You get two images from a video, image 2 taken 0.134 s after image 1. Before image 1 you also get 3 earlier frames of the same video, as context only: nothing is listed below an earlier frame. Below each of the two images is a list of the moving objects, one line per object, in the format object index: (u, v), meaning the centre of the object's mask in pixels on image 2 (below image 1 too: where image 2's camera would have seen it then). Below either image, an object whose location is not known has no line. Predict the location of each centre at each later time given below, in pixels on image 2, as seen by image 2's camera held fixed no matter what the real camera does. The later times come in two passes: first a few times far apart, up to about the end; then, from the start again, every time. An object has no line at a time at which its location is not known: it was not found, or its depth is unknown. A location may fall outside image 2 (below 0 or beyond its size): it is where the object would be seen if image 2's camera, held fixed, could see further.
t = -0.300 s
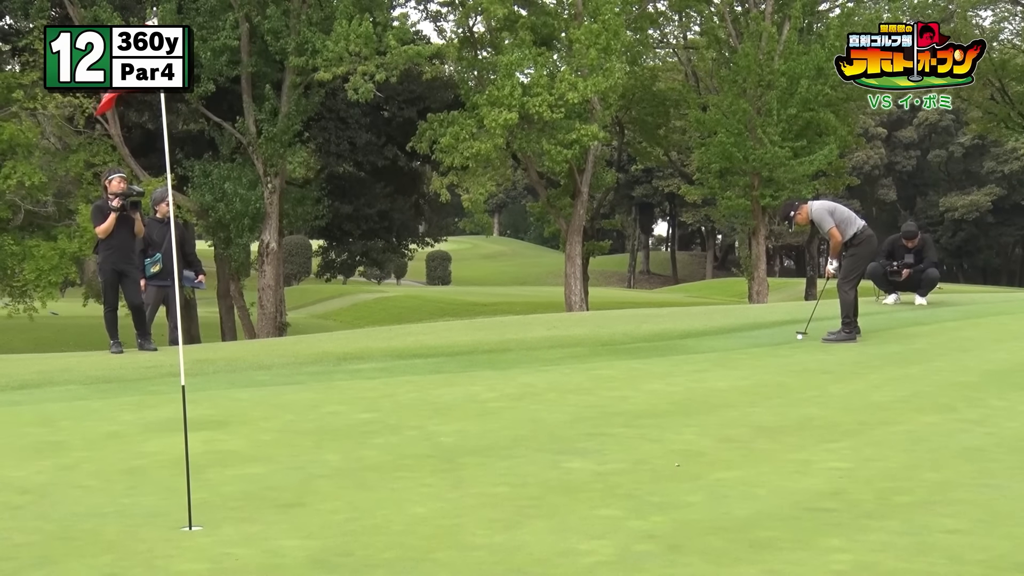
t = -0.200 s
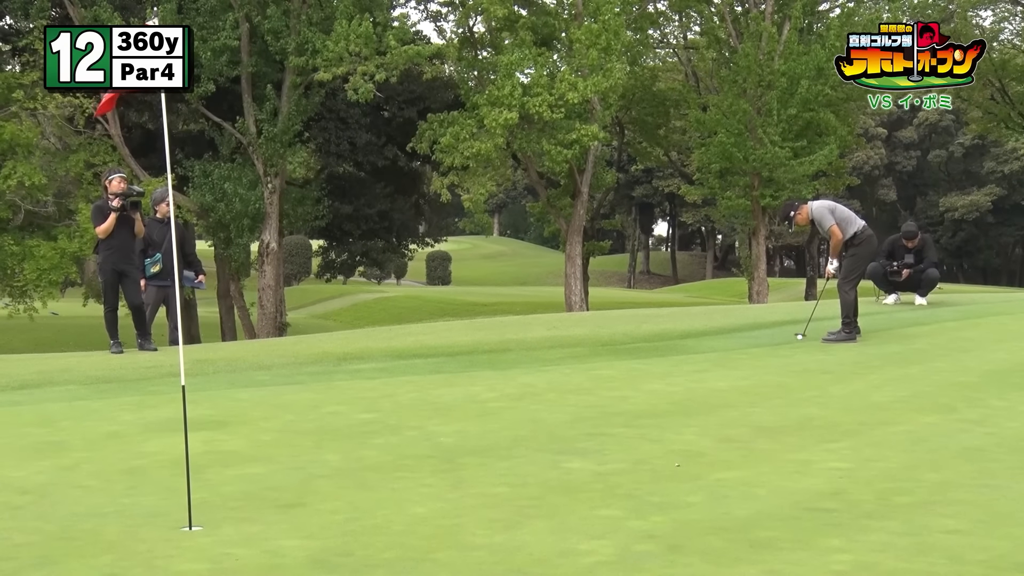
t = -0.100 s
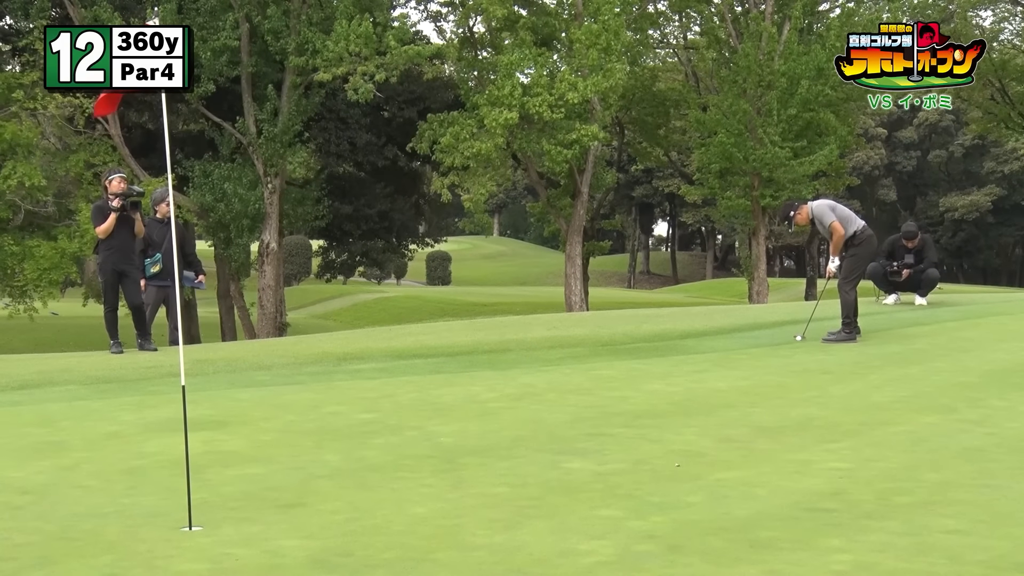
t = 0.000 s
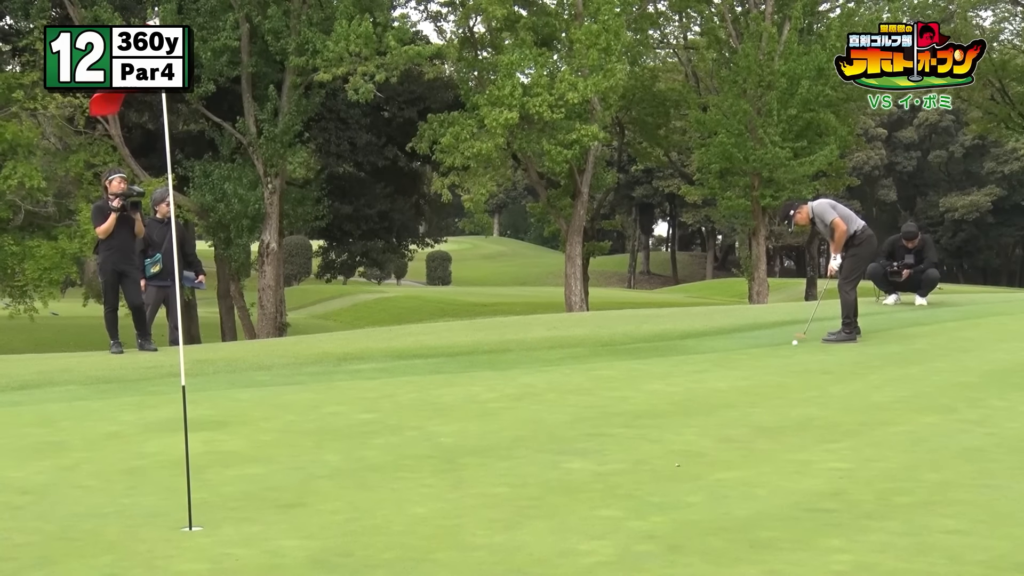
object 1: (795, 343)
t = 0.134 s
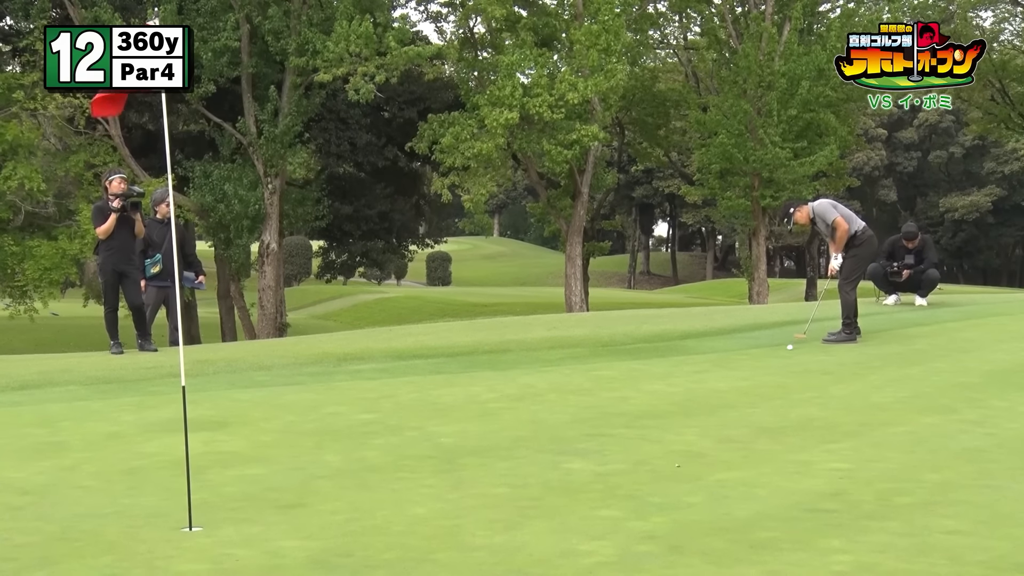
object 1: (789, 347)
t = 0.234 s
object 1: (785, 350)
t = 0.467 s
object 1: (774, 357)
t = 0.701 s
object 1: (762, 365)
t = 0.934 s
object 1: (748, 372)
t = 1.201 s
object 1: (730, 380)
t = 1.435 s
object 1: (714, 387)
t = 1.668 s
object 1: (696, 395)
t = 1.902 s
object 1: (678, 402)
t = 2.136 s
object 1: (659, 409)
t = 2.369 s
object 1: (640, 416)
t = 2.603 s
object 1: (620, 423)
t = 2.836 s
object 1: (599, 430)
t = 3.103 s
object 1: (575, 437)
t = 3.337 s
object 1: (555, 444)
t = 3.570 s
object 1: (535, 450)
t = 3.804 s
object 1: (515, 455)
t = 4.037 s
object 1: (497, 460)
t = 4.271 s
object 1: (480, 464)
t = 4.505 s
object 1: (462, 468)
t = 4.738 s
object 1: (446, 471)
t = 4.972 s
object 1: (431, 474)
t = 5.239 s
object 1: (417, 476)
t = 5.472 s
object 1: (408, 478)
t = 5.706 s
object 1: (401, 479)
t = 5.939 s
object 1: (397, 479)
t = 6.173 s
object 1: (395, 480)
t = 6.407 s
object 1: (394, 480)
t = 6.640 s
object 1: (395, 480)
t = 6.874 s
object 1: (395, 480)
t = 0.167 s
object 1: (788, 348)
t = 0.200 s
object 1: (787, 349)
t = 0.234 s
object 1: (785, 350)
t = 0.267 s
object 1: (784, 351)
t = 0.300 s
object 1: (782, 352)
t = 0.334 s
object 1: (781, 353)
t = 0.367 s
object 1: (779, 354)
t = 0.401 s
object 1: (778, 355)
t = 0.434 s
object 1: (776, 356)
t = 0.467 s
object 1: (774, 357)
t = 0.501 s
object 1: (773, 358)
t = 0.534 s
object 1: (771, 359)
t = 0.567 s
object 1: (769, 361)
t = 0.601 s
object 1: (767, 362)
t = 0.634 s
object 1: (766, 363)
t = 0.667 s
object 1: (763, 364)
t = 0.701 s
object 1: (762, 365)
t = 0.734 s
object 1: (760, 366)
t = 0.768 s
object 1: (758, 367)
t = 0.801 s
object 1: (756, 367)
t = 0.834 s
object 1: (754, 369)
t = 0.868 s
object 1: (752, 370)
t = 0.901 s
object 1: (750, 371)
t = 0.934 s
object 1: (748, 372)
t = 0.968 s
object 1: (746, 373)
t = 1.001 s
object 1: (744, 374)
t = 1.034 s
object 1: (742, 375)
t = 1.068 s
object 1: (739, 376)
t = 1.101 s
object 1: (737, 377)
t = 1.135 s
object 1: (735, 378)
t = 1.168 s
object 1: (732, 379)
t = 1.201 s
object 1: (730, 380)
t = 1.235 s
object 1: (728, 381)
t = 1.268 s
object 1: (726, 382)
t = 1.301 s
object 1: (723, 383)
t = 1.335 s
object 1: (720, 384)
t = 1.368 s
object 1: (719, 385)
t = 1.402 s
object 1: (716, 386)
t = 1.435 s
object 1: (714, 387)
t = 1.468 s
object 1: (711, 388)
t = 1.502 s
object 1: (709, 389)
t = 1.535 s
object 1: (706, 390)
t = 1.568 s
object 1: (704, 391)
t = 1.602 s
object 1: (701, 392)
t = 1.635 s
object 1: (699, 394)
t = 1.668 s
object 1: (696, 395)
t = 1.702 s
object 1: (694, 395)
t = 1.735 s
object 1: (691, 397)
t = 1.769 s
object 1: (688, 398)
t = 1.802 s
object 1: (686, 399)
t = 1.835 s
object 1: (683, 400)
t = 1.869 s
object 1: (680, 401)
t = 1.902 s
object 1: (678, 402)
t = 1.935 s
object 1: (675, 403)
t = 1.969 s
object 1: (672, 404)
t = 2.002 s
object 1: (670, 405)
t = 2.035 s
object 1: (667, 406)
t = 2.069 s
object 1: (664, 407)
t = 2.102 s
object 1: (662, 408)
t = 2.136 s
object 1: (659, 409)
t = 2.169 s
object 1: (656, 410)
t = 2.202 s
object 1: (654, 411)
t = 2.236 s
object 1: (651, 412)
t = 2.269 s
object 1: (648, 413)
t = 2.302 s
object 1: (646, 414)
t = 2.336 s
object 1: (643, 415)
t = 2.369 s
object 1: (640, 416)
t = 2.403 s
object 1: (637, 417)
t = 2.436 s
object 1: (635, 418)
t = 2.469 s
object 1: (632, 419)
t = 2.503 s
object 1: (629, 421)
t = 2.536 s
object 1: (626, 421)
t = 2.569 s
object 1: (623, 422)
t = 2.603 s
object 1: (620, 423)
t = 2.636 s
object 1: (617, 424)
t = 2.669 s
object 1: (614, 425)
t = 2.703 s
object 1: (611, 426)
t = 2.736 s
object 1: (608, 427)
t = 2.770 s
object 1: (605, 428)
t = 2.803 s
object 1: (602, 429)
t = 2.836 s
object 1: (599, 430)
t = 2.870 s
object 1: (596, 431)
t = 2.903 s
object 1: (593, 432)
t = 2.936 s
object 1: (590, 433)
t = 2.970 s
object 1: (587, 434)
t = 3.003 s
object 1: (584, 435)
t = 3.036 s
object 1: (581, 436)
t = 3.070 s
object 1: (578, 437)
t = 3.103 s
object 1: (575, 437)
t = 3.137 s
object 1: (573, 438)
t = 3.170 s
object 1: (569, 439)
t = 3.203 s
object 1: (567, 440)
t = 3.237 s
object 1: (564, 441)
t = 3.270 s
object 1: (561, 442)
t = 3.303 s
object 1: (558, 443)
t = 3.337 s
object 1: (555, 444)
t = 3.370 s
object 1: (552, 445)
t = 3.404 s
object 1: (549, 446)
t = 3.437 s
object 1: (546, 447)
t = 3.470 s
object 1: (543, 447)
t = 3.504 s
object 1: (540, 448)
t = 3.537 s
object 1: (537, 448)
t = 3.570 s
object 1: (535, 450)
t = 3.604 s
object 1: (532, 450)
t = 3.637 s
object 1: (529, 451)
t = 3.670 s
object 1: (526, 452)
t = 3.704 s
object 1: (523, 453)
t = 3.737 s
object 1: (521, 453)
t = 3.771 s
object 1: (518, 454)
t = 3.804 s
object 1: (515, 455)
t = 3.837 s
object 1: (513, 456)
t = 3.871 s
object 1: (510, 456)
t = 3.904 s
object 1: (507, 457)
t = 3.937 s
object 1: (504, 457)
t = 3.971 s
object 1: (502, 458)
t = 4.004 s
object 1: (499, 459)
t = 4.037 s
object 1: (497, 460)
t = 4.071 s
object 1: (494, 460)
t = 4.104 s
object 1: (492, 461)
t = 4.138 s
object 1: (489, 462)
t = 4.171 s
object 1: (487, 462)
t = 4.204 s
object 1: (484, 463)
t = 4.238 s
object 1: (482, 463)
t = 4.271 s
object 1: (480, 464)
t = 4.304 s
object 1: (477, 464)
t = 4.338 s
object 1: (475, 465)
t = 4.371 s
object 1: (472, 466)
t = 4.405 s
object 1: (470, 466)
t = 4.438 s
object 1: (467, 467)
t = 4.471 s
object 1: (465, 467)
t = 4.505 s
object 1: (462, 468)
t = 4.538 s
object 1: (460, 468)
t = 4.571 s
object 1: (458, 469)
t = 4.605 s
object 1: (455, 469)
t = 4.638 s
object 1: (453, 470)
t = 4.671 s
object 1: (451, 470)
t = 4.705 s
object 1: (449, 471)
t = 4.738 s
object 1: (446, 471)
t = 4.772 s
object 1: (444, 472)
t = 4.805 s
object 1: (442, 472)
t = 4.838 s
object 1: (440, 473)
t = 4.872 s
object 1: (438, 473)
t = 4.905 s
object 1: (435, 473)
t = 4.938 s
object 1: (433, 474)
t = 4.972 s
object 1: (431, 474)
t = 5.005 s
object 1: (429, 474)
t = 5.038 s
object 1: (427, 475)
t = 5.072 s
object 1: (425, 475)
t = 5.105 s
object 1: (424, 475)
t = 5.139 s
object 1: (422, 475)
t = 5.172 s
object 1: (420, 476)
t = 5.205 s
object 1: (419, 476)
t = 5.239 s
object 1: (417, 476)
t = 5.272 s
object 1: (416, 477)
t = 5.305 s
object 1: (414, 477)
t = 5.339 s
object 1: (413, 477)
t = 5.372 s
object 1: (411, 477)
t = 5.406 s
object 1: (410, 477)
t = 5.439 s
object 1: (409, 478)
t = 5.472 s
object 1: (408, 478)
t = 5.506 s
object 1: (406, 478)
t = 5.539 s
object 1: (405, 478)
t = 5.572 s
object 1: (405, 478)
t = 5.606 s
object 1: (404, 479)
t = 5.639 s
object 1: (403, 479)
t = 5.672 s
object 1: (402, 479)
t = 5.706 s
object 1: (401, 479)
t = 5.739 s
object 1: (400, 479)
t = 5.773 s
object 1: (400, 479)
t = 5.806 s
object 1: (399, 479)
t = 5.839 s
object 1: (398, 479)
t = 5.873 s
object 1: (398, 479)
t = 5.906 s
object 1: (397, 479)
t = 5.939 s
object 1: (397, 479)
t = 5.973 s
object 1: (396, 479)
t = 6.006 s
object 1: (396, 479)
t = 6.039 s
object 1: (395, 479)
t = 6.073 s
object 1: (395, 480)
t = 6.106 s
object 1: (395, 480)
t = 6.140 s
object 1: (395, 480)
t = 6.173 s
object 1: (395, 480)
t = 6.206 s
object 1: (395, 480)
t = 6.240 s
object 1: (395, 480)
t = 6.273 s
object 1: (395, 480)
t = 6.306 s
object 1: (395, 480)
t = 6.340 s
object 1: (395, 480)
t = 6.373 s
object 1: (395, 480)
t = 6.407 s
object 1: (394, 480)
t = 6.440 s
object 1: (395, 480)
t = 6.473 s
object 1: (395, 480)
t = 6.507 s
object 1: (394, 480)
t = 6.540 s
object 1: (394, 480)
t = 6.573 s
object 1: (394, 480)
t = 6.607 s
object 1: (395, 480)
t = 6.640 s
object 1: (395, 480)
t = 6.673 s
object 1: (394, 480)
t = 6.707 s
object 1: (394, 480)
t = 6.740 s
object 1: (395, 480)
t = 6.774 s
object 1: (395, 480)
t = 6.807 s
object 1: (395, 480)
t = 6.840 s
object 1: (395, 480)
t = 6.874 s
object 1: (395, 480)
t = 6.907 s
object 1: (395, 480)
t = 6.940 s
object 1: (395, 480)
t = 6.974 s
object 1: (395, 480)
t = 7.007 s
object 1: (395, 480)
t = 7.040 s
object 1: (395, 479)
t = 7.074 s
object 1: (396, 479)
